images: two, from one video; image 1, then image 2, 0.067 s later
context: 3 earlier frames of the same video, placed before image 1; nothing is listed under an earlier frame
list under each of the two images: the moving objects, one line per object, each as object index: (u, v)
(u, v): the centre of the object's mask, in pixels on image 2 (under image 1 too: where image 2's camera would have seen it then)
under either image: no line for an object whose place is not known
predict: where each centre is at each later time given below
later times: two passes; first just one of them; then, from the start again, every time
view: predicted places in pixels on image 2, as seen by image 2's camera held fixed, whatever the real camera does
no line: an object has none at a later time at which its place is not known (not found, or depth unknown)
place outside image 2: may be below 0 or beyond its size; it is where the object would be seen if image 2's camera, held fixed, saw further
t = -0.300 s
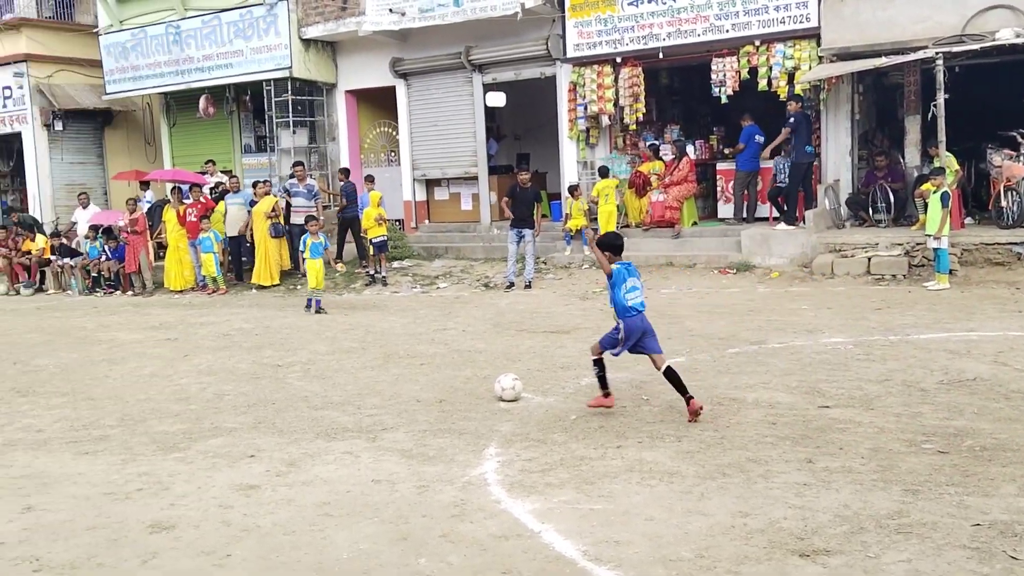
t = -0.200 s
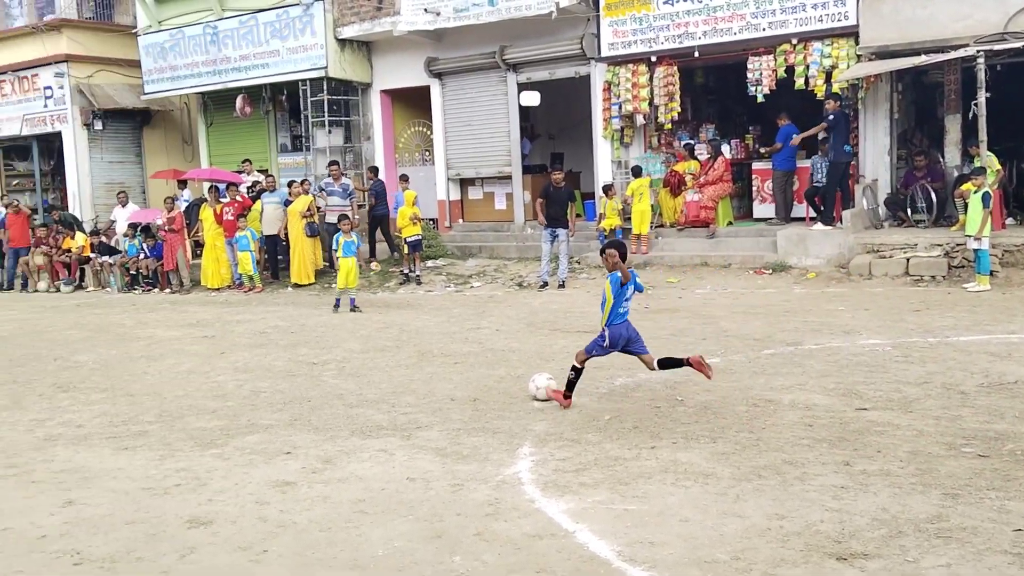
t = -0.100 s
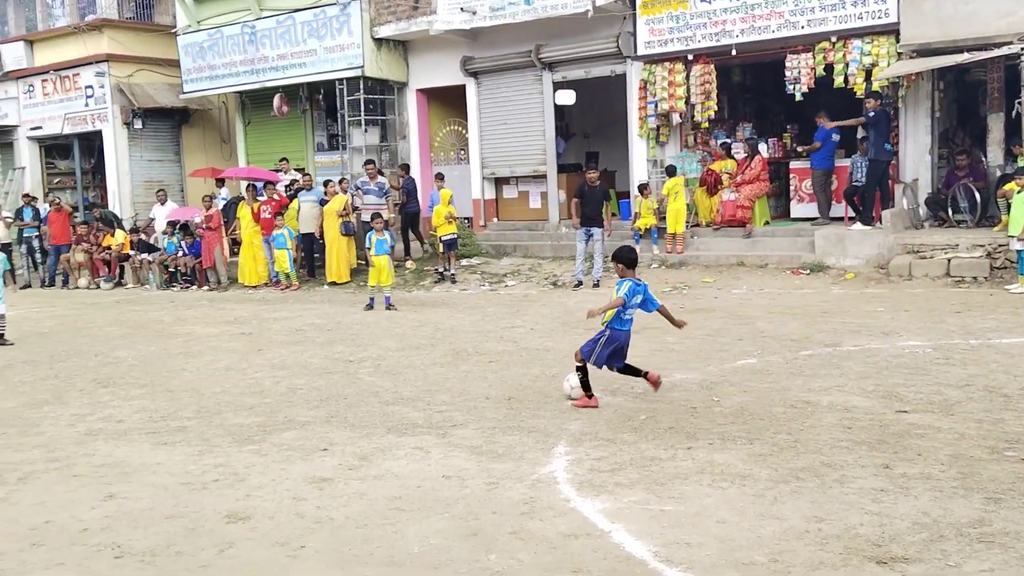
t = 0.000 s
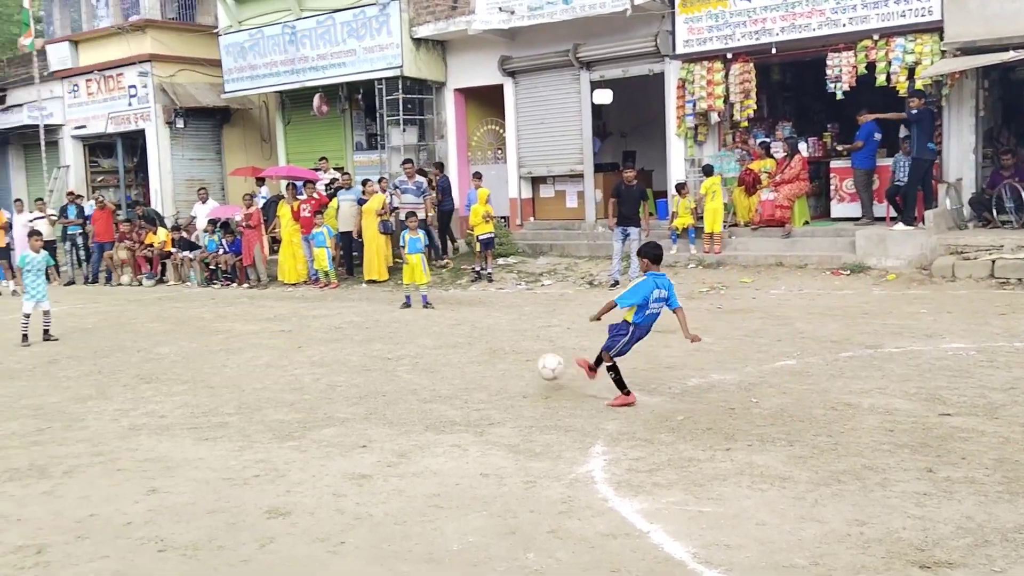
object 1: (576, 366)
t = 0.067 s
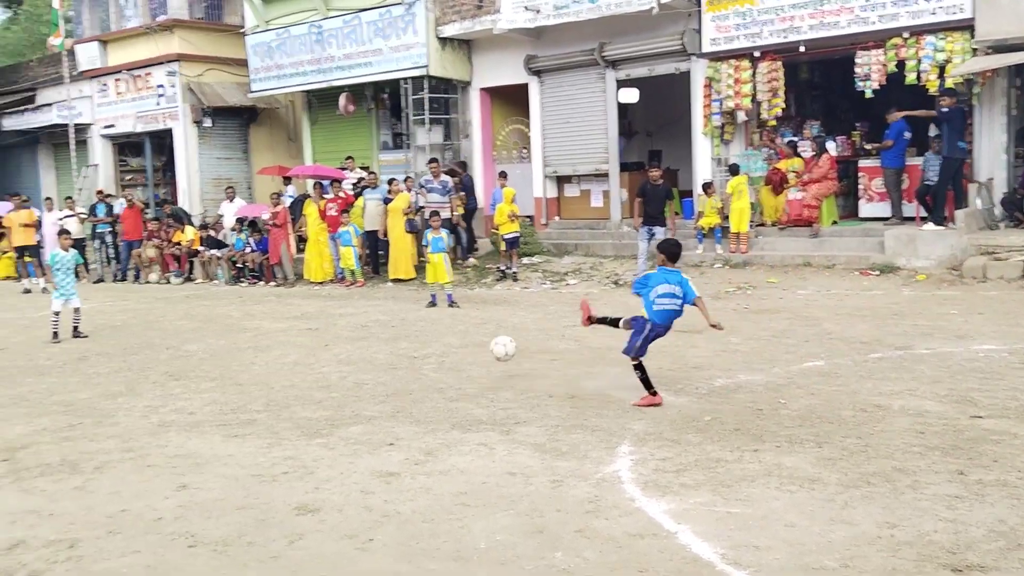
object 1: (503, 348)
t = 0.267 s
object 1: (318, 332)
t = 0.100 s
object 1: (469, 342)
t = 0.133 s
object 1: (436, 338)
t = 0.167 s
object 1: (405, 334)
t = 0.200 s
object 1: (376, 333)
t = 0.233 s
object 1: (347, 331)
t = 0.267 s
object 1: (318, 332)
